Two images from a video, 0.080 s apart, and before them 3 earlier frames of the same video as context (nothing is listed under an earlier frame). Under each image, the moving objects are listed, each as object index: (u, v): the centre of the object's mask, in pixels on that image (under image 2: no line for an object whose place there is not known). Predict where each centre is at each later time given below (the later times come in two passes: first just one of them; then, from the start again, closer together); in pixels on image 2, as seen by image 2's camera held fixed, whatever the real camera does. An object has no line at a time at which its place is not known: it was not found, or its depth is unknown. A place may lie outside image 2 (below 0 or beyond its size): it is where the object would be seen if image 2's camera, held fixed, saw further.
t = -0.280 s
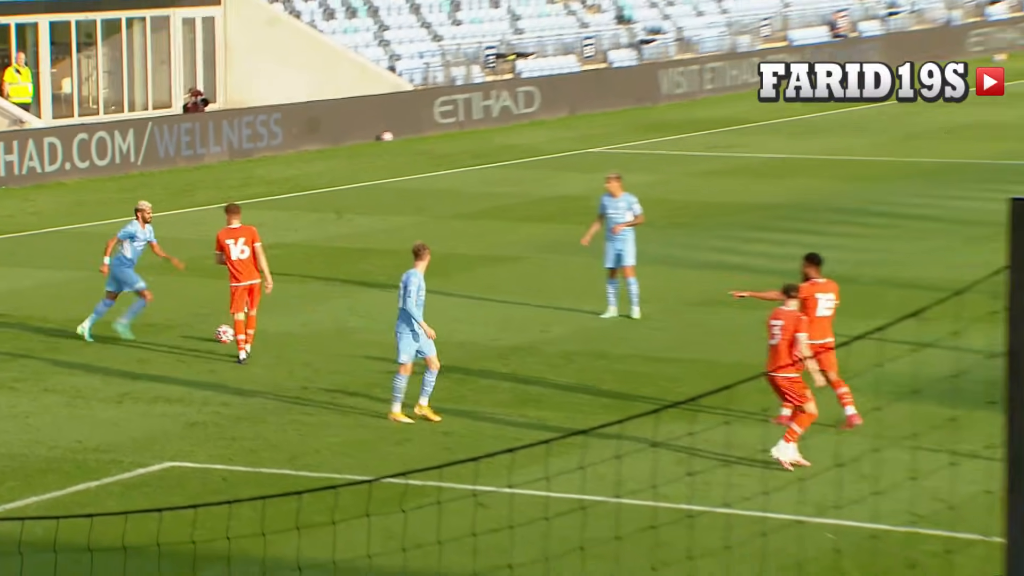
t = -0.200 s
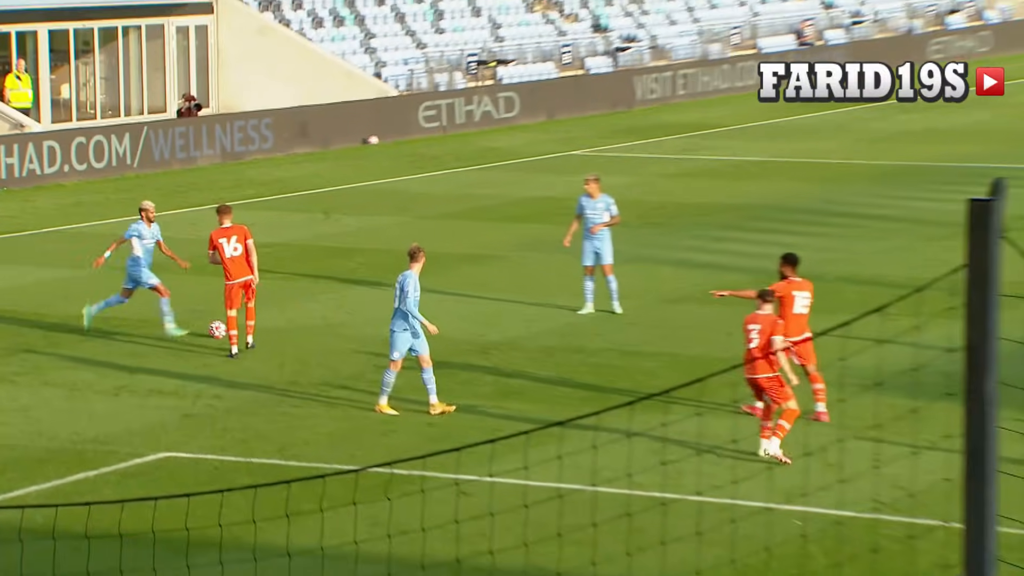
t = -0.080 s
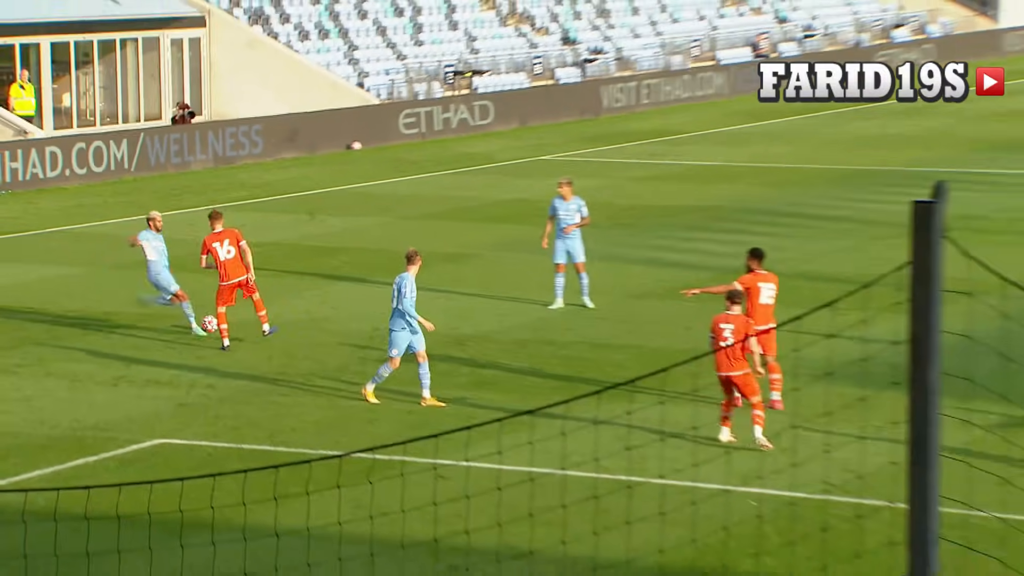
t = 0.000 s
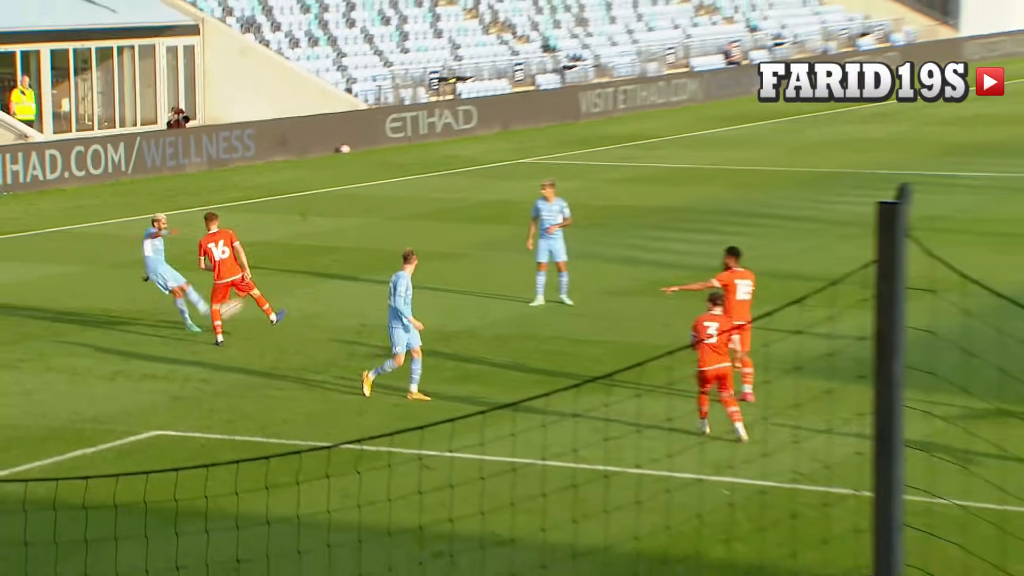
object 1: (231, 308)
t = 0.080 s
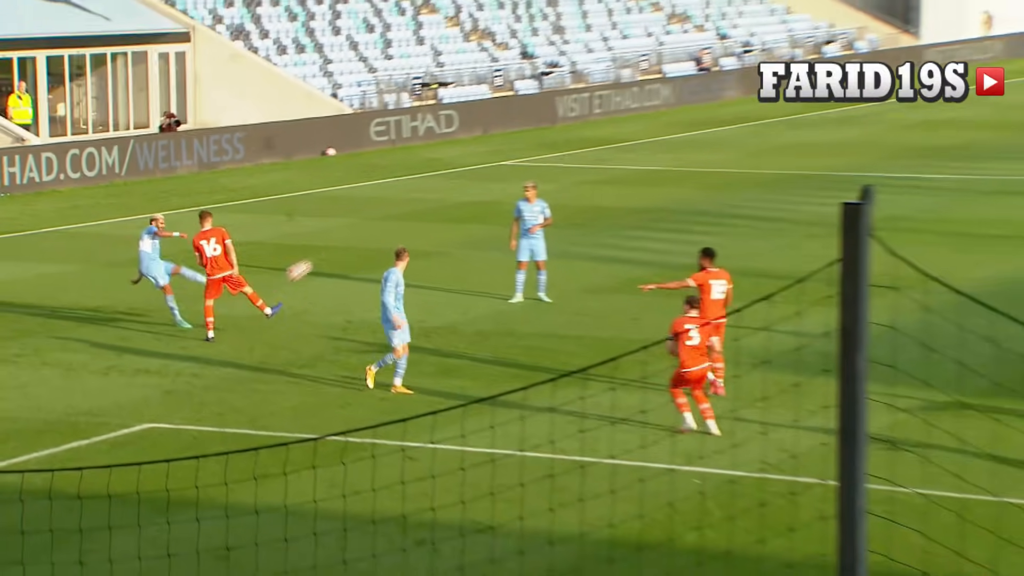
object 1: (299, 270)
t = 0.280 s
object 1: (488, 199)
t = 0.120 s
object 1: (339, 253)
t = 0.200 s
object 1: (414, 224)
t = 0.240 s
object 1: (452, 210)
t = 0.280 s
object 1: (488, 199)
